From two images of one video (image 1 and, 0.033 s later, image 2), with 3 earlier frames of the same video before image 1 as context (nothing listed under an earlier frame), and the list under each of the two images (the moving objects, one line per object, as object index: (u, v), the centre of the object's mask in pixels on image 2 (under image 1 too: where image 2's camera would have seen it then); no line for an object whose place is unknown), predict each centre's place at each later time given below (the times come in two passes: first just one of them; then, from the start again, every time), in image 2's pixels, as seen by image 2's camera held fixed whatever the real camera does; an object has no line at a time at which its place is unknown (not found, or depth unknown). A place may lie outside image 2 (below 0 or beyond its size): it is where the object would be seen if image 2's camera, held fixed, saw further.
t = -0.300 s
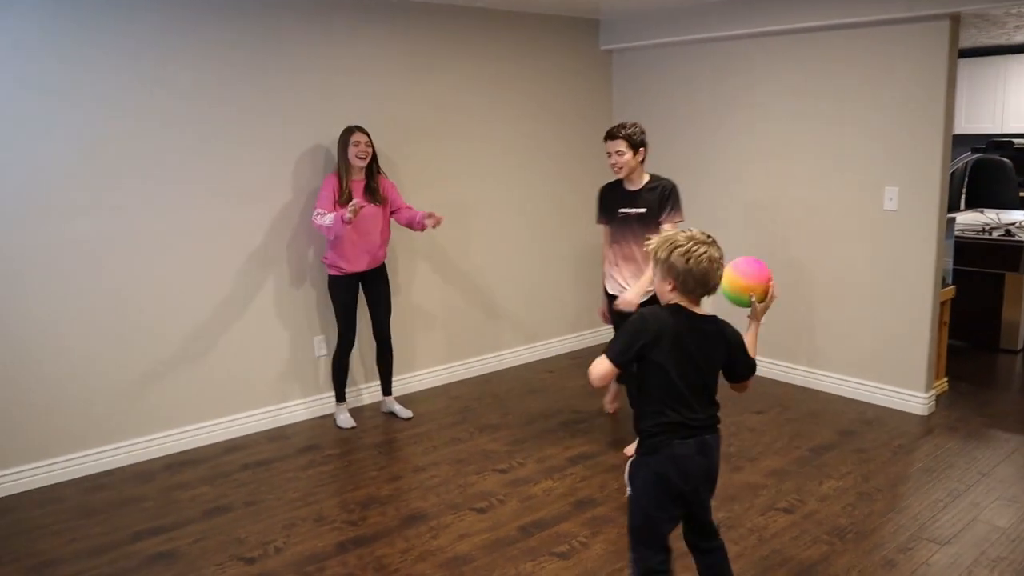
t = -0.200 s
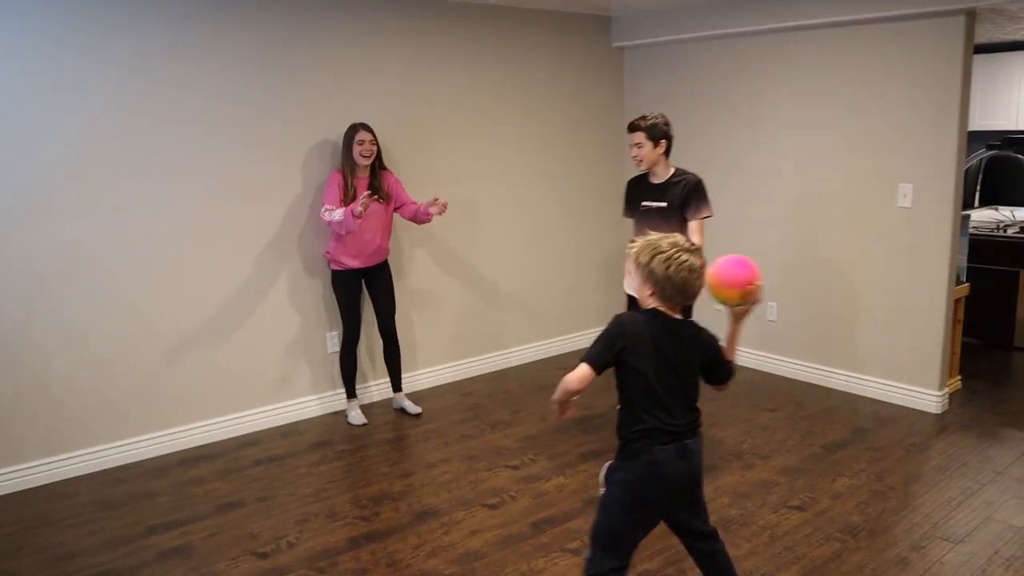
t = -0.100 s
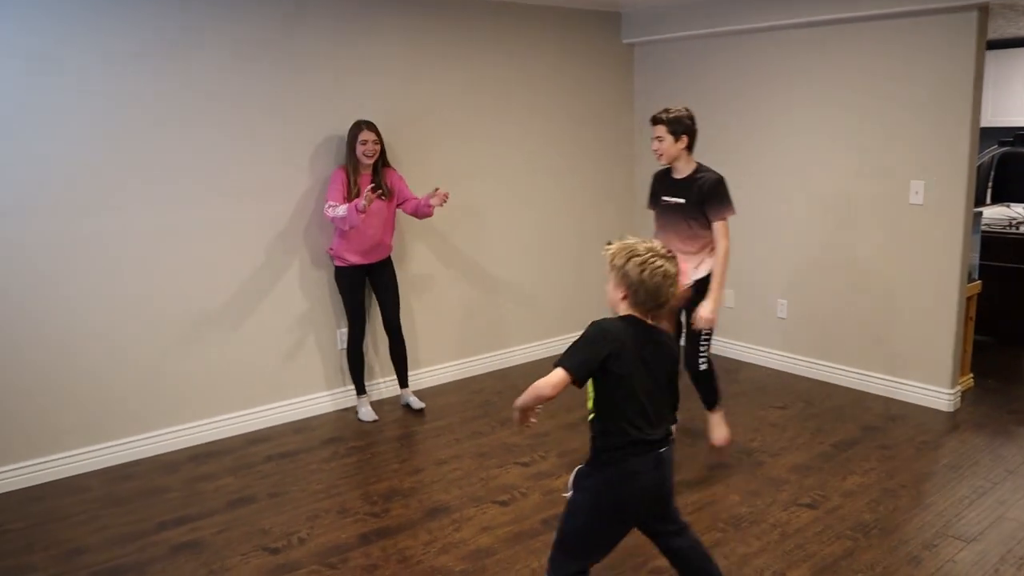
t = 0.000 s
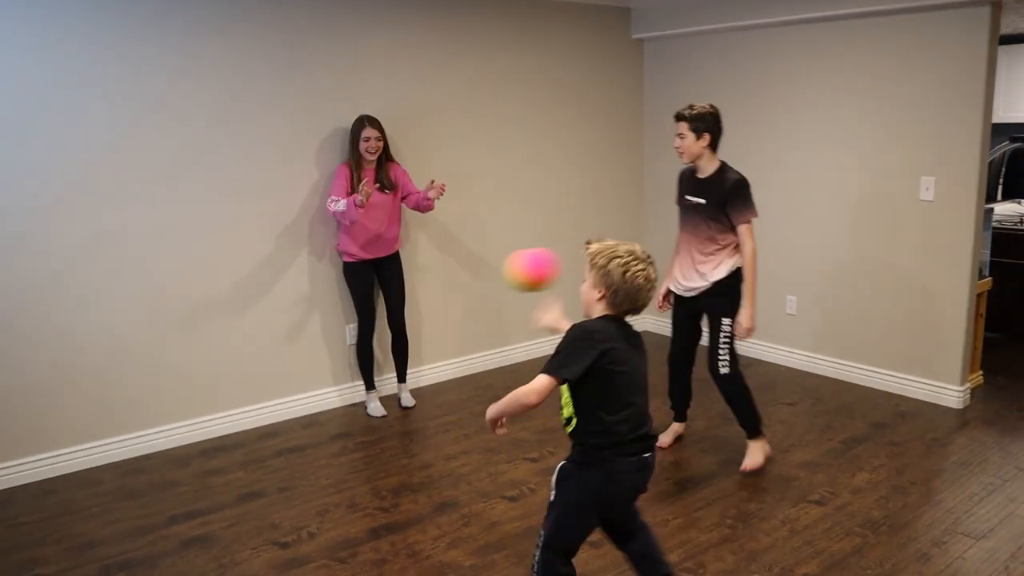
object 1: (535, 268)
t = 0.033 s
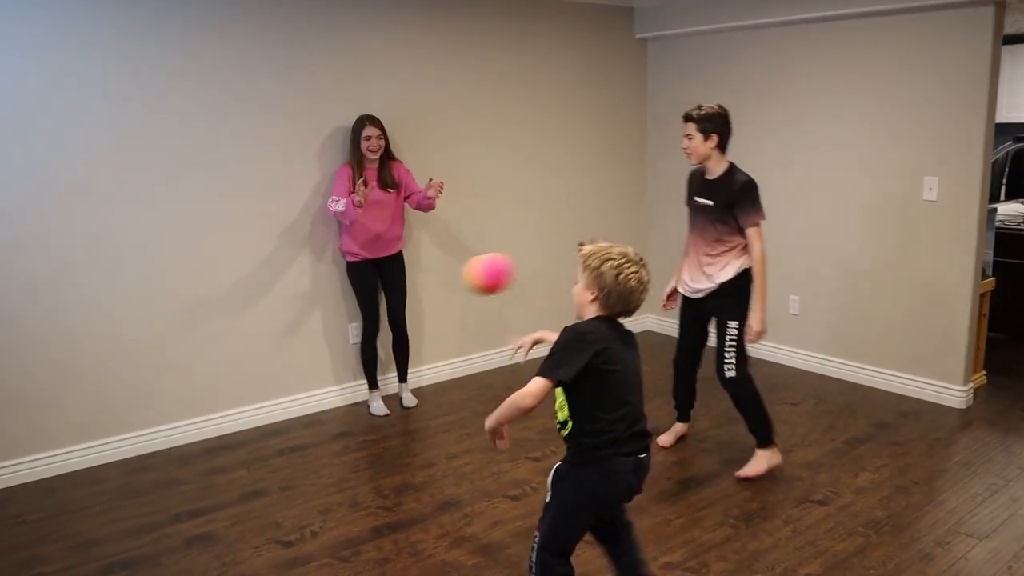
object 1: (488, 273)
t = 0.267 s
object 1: (281, 359)
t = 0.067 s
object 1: (448, 280)
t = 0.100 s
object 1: (412, 290)
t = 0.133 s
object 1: (381, 301)
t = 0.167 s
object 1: (353, 313)
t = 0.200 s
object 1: (326, 327)
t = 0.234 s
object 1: (304, 342)
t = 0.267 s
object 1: (281, 359)
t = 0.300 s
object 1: (279, 379)
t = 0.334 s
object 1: (290, 406)
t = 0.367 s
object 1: (301, 436)
